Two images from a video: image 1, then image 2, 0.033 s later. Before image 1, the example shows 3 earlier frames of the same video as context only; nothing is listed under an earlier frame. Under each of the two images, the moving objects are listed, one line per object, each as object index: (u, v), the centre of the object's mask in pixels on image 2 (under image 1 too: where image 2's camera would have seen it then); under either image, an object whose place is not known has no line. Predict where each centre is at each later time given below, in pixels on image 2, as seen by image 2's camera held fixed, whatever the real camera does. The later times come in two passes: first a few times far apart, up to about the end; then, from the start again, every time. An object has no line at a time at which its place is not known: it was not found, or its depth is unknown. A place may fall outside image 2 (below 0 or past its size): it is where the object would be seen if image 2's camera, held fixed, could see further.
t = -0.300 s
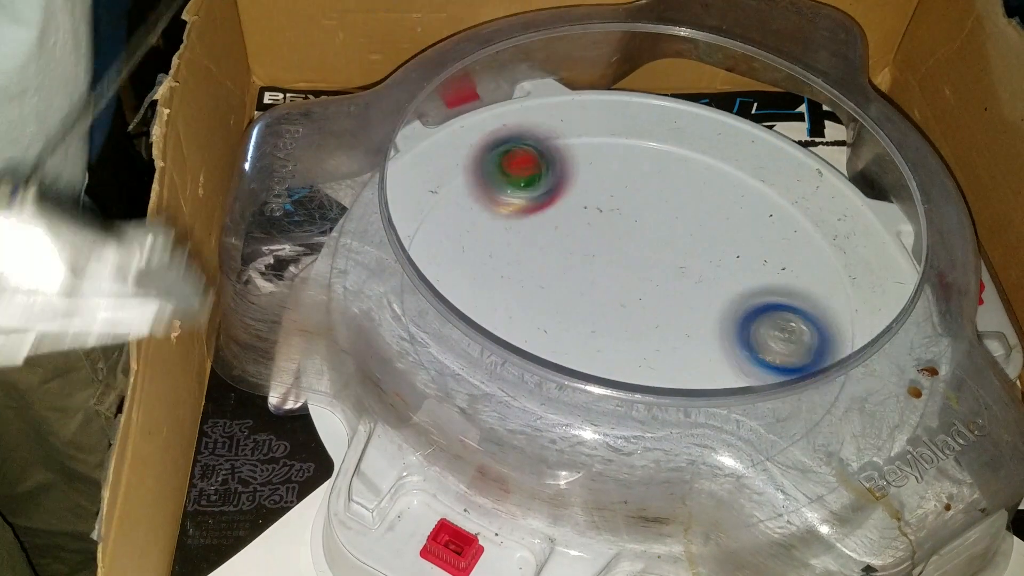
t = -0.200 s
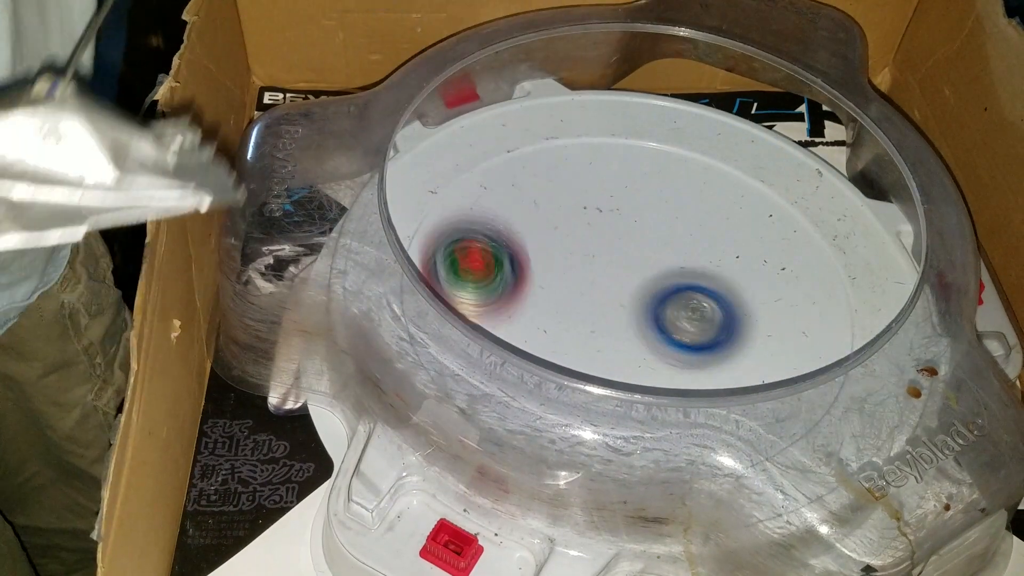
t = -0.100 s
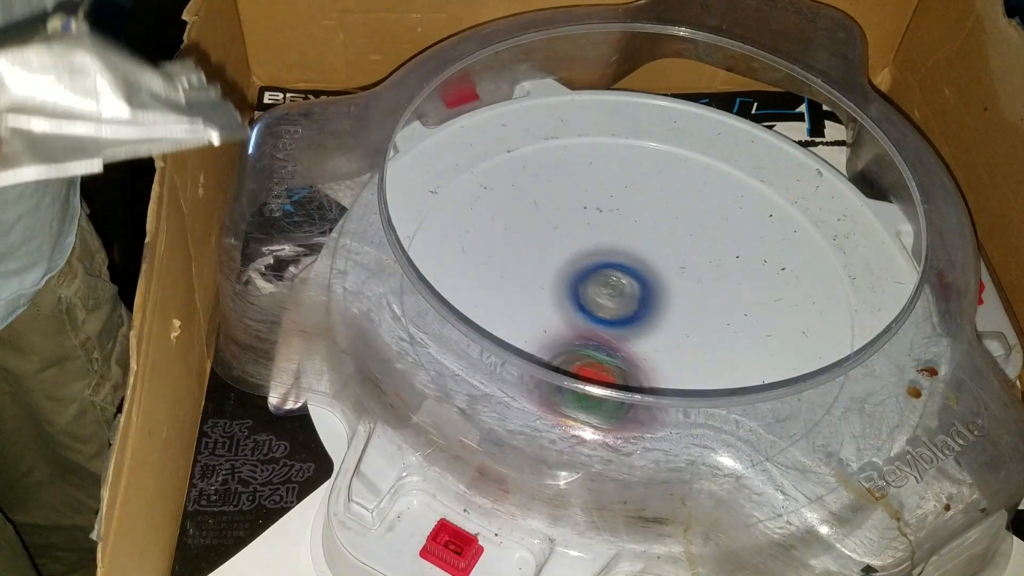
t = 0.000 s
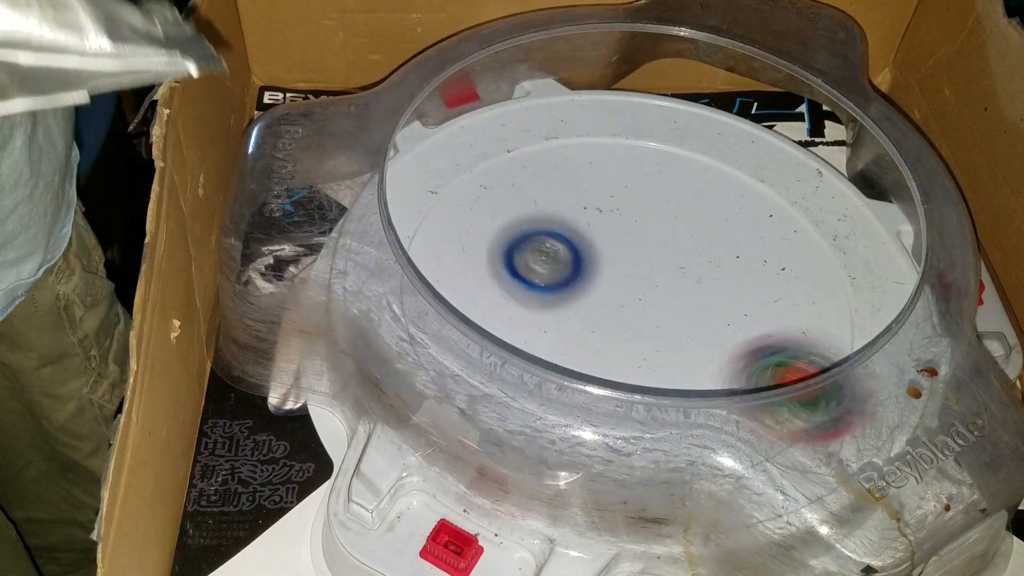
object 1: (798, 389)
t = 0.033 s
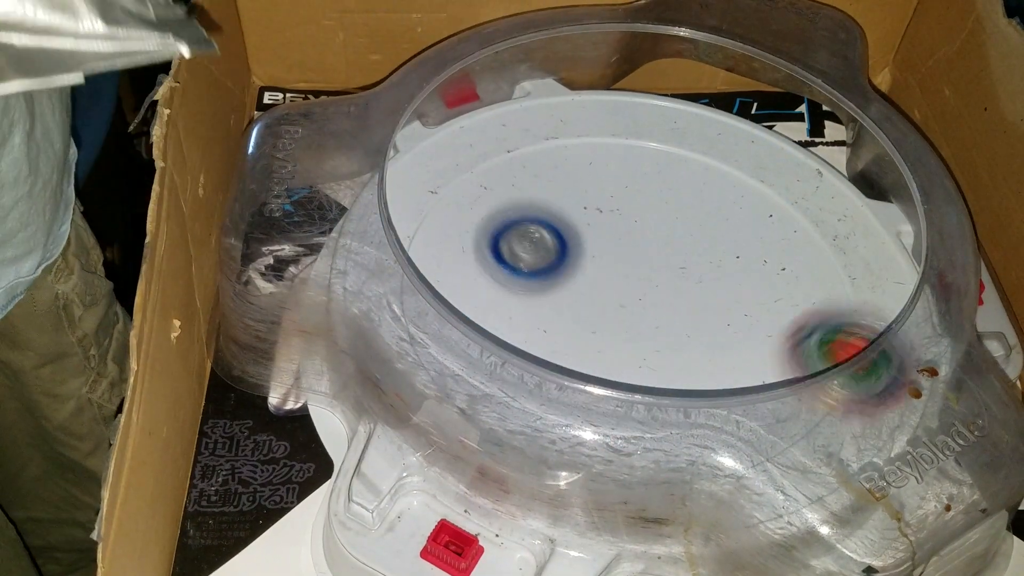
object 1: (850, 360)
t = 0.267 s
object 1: (702, 111)
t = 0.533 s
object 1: (410, 286)
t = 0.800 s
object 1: (845, 356)
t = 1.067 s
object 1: (600, 123)
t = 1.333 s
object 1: (479, 387)
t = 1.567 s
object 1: (852, 325)
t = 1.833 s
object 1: (582, 129)
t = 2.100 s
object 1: (491, 393)
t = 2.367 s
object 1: (849, 296)
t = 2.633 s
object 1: (541, 144)
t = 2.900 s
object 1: (493, 392)
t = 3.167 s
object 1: (806, 303)
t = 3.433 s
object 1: (565, 127)
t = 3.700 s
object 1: (470, 350)
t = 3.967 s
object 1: (860, 450)
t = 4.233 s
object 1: (918, 488)
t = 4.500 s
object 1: (924, 539)
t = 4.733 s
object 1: (923, 518)
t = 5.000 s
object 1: (922, 519)
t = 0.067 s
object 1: (852, 308)
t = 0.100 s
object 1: (866, 271)
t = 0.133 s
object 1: (862, 233)
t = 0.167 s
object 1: (832, 197)
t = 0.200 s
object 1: (793, 160)
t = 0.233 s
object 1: (749, 130)
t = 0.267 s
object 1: (702, 111)
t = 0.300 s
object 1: (652, 100)
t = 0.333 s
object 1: (599, 98)
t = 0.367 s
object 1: (548, 105)
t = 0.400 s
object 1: (501, 125)
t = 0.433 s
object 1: (460, 154)
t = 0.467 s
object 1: (430, 187)
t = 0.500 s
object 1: (410, 230)
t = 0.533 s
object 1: (410, 286)
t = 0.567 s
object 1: (435, 335)
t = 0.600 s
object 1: (481, 387)
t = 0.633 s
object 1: (540, 430)
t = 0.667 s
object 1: (621, 446)
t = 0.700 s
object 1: (704, 454)
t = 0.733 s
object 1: (774, 429)
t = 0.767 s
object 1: (817, 398)
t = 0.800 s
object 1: (845, 356)
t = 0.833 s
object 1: (847, 308)
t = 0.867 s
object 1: (848, 267)
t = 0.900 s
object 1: (827, 226)
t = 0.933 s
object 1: (792, 190)
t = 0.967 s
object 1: (746, 162)
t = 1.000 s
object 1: (701, 140)
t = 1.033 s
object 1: (650, 127)
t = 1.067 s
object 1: (600, 123)
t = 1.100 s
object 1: (550, 123)
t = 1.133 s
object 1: (503, 142)
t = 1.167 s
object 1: (463, 166)
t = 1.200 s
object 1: (433, 198)
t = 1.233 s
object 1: (411, 237)
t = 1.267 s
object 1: (410, 288)
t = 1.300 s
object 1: (435, 340)
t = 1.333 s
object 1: (479, 387)
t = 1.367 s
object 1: (535, 428)
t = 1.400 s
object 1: (610, 445)
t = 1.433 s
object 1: (691, 454)
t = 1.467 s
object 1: (756, 444)
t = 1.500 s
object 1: (802, 408)
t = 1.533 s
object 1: (836, 370)
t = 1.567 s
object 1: (852, 325)
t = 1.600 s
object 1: (851, 285)
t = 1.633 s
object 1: (837, 245)
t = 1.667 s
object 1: (808, 210)
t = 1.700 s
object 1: (770, 179)
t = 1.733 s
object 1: (726, 154)
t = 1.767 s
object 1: (681, 137)
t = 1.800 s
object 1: (631, 128)
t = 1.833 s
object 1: (582, 129)
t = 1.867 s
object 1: (535, 138)
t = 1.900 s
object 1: (492, 154)
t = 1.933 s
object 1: (454, 177)
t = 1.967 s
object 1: (430, 210)
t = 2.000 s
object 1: (409, 249)
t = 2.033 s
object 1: (417, 299)
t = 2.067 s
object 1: (440, 354)
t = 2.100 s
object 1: (491, 393)
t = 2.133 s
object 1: (548, 426)
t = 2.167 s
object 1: (617, 444)
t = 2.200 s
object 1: (693, 454)
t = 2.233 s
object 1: (754, 443)
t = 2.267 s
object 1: (797, 410)
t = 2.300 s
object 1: (832, 375)
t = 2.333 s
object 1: (837, 327)
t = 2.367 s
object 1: (849, 296)
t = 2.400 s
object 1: (875, 245)
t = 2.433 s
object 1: (820, 208)
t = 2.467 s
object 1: (764, 182)
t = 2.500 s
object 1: (720, 163)
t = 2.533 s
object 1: (676, 151)
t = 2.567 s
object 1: (630, 144)
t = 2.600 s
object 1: (585, 141)
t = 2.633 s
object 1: (541, 144)
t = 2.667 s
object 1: (499, 153)
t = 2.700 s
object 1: (458, 166)
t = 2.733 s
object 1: (434, 191)
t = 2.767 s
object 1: (417, 231)
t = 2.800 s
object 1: (412, 270)
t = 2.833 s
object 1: (423, 314)
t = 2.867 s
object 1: (449, 363)
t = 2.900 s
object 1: (493, 392)
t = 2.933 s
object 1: (545, 423)
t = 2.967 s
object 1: (606, 440)
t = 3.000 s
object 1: (667, 445)
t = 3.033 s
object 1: (721, 439)
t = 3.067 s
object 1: (758, 404)
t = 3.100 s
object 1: (786, 374)
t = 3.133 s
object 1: (799, 335)
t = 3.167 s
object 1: (806, 303)
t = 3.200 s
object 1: (798, 267)
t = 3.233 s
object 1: (782, 235)
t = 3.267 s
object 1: (755, 207)
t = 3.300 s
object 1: (724, 181)
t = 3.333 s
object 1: (688, 158)
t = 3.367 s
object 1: (649, 141)
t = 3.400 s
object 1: (606, 129)
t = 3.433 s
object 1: (565, 127)
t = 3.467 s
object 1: (525, 133)
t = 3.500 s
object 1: (489, 152)
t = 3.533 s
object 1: (456, 172)
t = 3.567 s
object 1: (434, 199)
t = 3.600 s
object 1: (422, 232)
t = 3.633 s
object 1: (424, 273)
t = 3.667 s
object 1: (439, 313)
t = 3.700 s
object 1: (470, 350)
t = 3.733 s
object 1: (514, 380)
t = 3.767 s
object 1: (565, 396)
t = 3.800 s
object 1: (617, 415)
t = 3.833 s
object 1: (664, 450)
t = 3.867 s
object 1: (721, 450)
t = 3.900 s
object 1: (771, 455)
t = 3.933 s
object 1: (819, 458)
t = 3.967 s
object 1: (860, 450)
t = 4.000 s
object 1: (889, 445)
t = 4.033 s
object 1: (911, 452)
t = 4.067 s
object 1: (927, 458)
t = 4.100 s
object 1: (929, 467)
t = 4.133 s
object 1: (929, 480)
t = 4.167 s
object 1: (924, 487)
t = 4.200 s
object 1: (919, 487)
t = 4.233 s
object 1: (918, 488)
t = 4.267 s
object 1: (915, 493)
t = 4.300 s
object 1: (920, 491)
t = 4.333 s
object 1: (923, 490)
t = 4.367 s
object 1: (923, 493)
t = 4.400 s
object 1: (919, 500)
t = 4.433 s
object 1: (895, 528)
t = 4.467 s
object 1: (894, 538)
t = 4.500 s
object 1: (924, 539)
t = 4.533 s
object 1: (938, 528)
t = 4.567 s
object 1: (936, 526)
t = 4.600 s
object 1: (934, 516)
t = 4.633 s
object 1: (926, 514)
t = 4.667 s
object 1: (922, 518)
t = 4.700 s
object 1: (922, 519)
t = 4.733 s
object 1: (923, 518)
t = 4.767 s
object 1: (923, 517)
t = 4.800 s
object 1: (923, 517)
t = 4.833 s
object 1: (923, 518)
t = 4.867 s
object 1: (922, 519)
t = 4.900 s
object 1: (922, 519)
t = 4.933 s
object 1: (922, 519)
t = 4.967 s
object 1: (922, 519)
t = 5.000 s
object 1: (922, 519)
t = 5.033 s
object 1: (922, 518)
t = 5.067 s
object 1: (922, 518)
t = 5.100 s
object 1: (922, 518)
